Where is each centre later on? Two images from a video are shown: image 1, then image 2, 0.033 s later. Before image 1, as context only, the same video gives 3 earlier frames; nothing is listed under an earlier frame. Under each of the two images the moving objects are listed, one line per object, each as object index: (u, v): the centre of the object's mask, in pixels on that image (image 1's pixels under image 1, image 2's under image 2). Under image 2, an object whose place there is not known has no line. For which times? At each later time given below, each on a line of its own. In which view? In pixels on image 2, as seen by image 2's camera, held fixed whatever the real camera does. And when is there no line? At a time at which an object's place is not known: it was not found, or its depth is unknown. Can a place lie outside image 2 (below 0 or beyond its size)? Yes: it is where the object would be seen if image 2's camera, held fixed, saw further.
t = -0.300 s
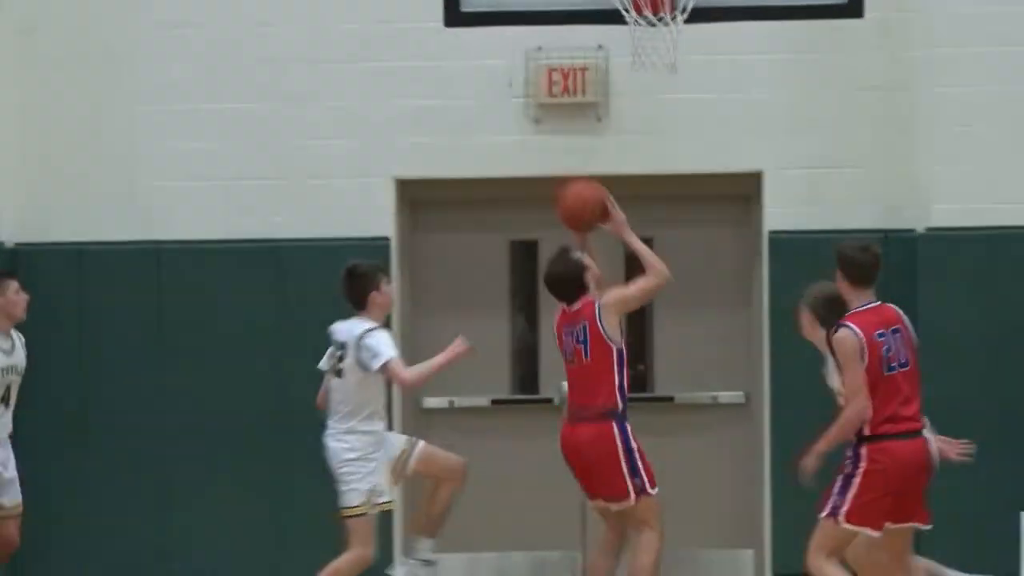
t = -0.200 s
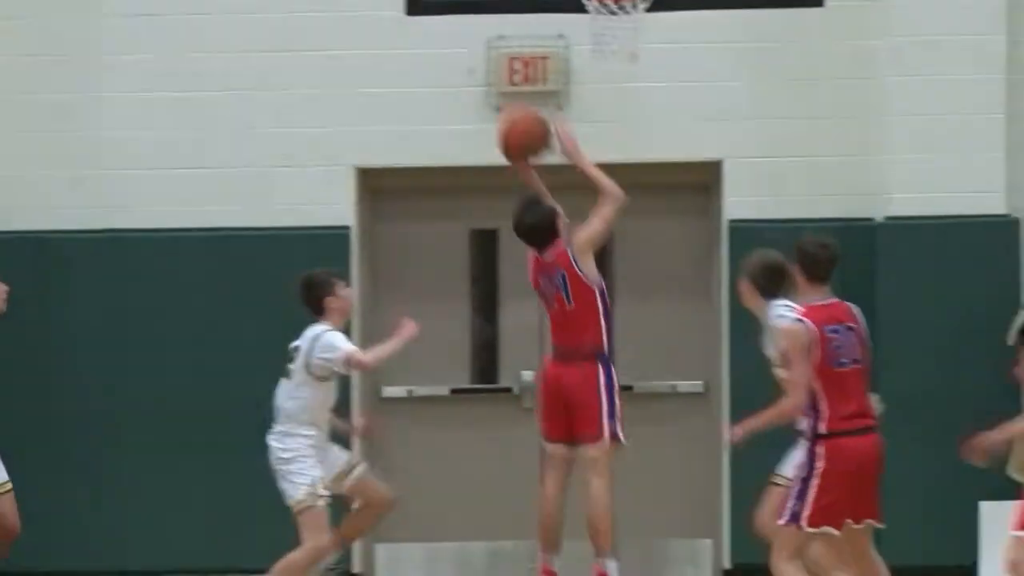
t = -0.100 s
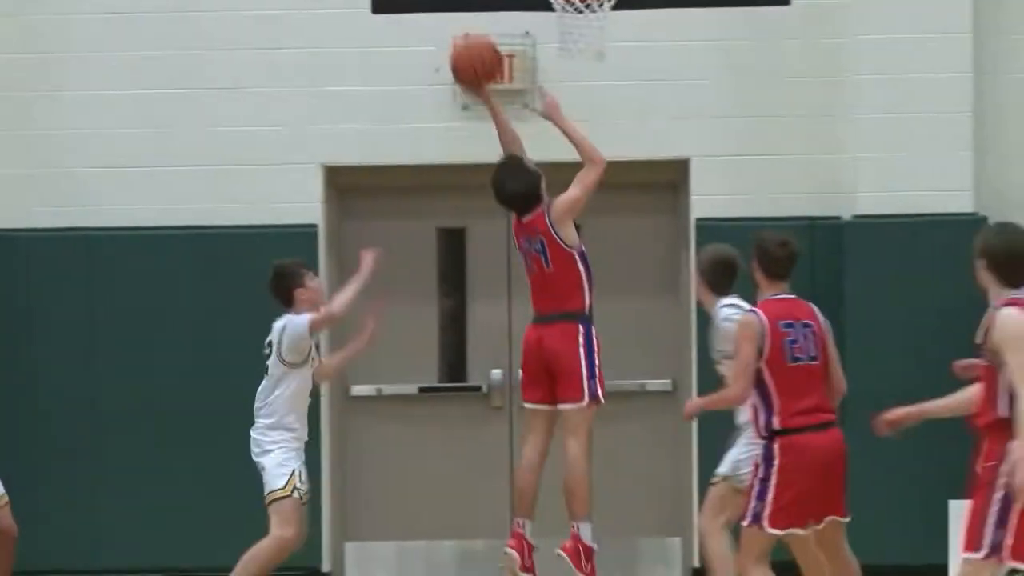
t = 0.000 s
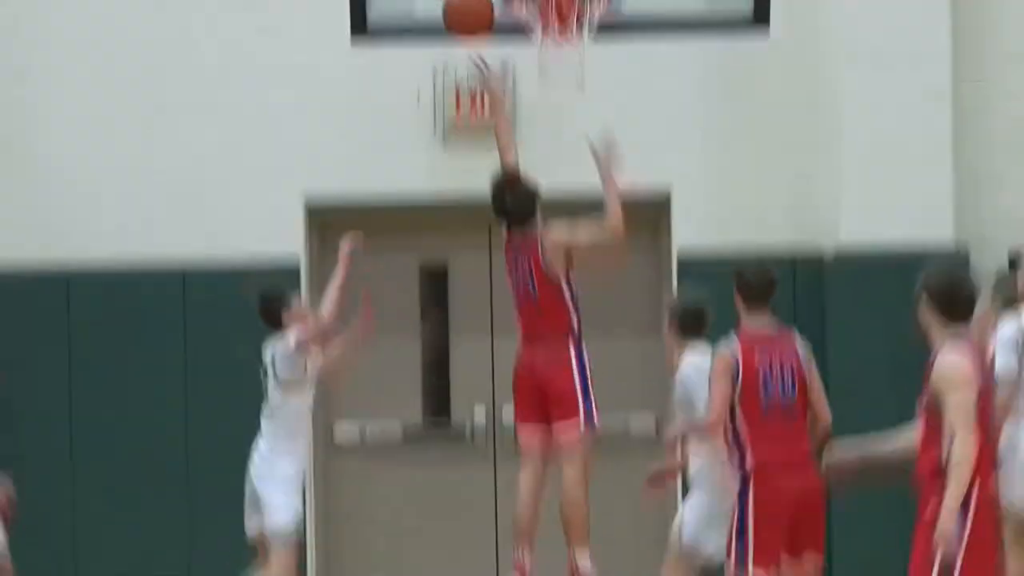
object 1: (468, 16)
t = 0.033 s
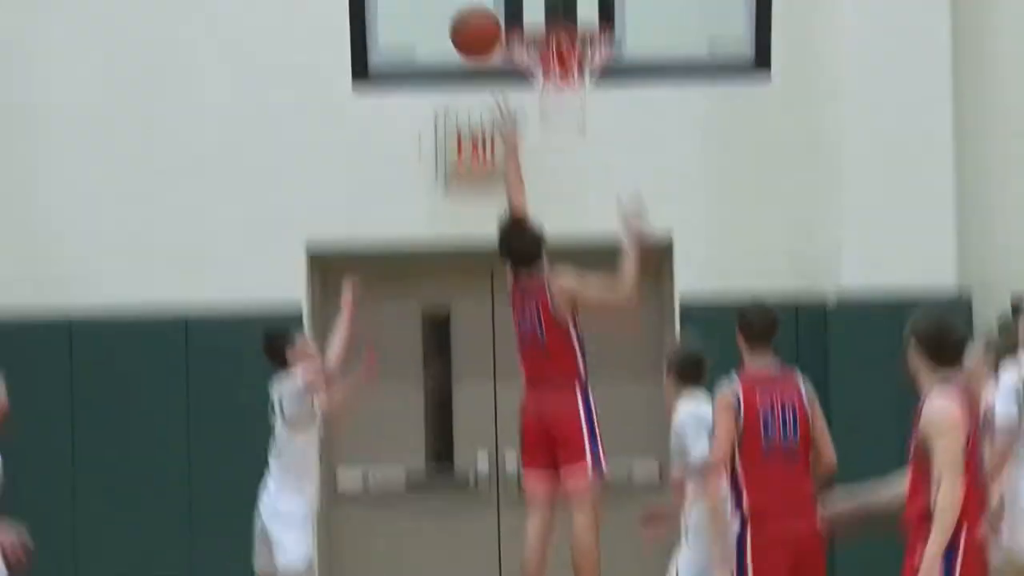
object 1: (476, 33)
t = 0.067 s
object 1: (482, 9)
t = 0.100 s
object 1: (489, -9)
